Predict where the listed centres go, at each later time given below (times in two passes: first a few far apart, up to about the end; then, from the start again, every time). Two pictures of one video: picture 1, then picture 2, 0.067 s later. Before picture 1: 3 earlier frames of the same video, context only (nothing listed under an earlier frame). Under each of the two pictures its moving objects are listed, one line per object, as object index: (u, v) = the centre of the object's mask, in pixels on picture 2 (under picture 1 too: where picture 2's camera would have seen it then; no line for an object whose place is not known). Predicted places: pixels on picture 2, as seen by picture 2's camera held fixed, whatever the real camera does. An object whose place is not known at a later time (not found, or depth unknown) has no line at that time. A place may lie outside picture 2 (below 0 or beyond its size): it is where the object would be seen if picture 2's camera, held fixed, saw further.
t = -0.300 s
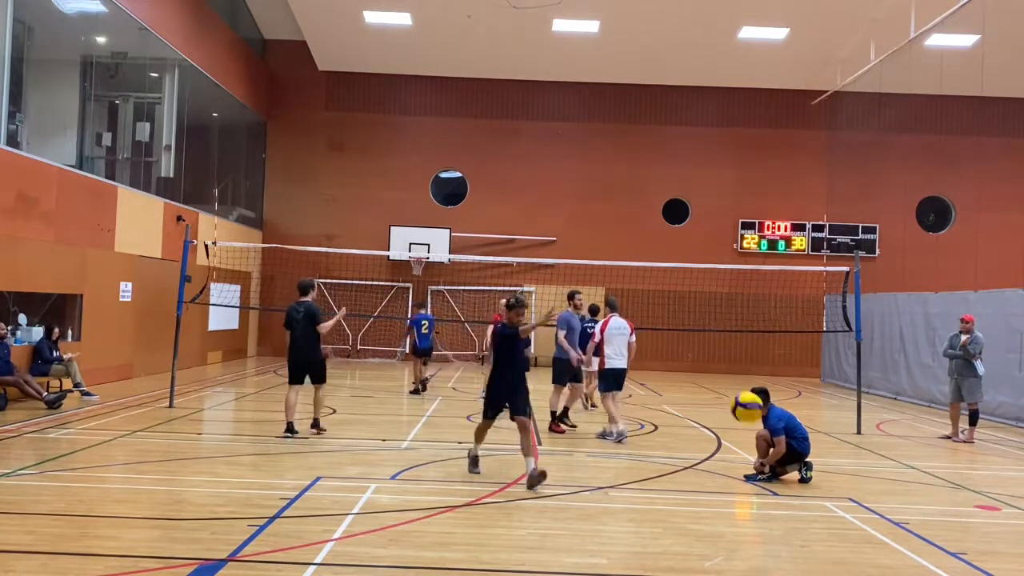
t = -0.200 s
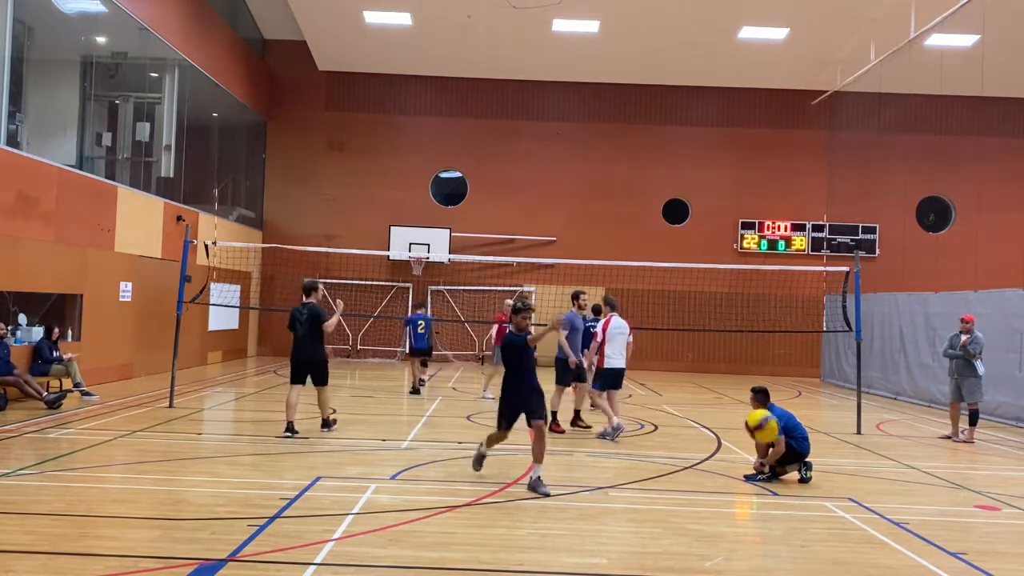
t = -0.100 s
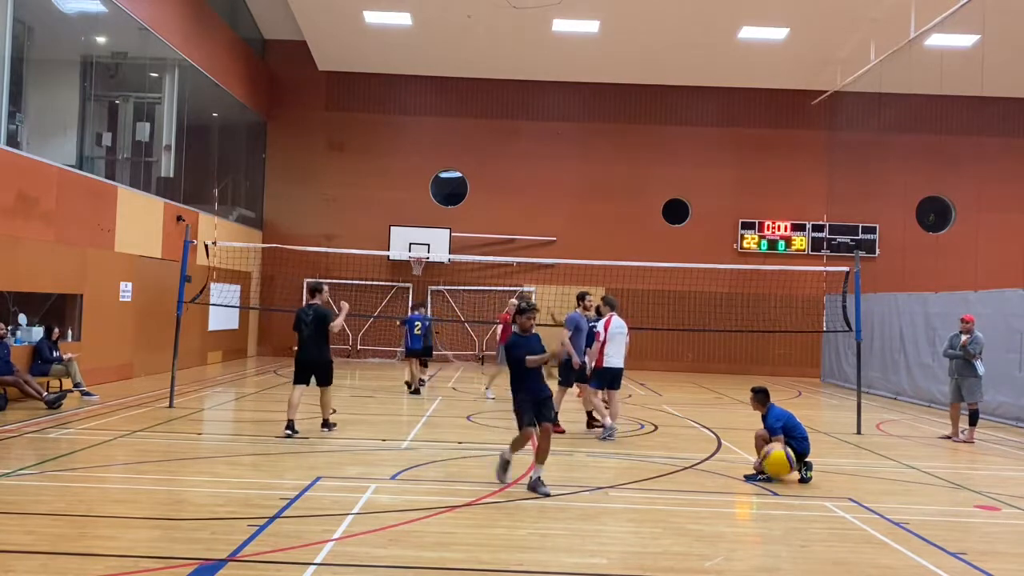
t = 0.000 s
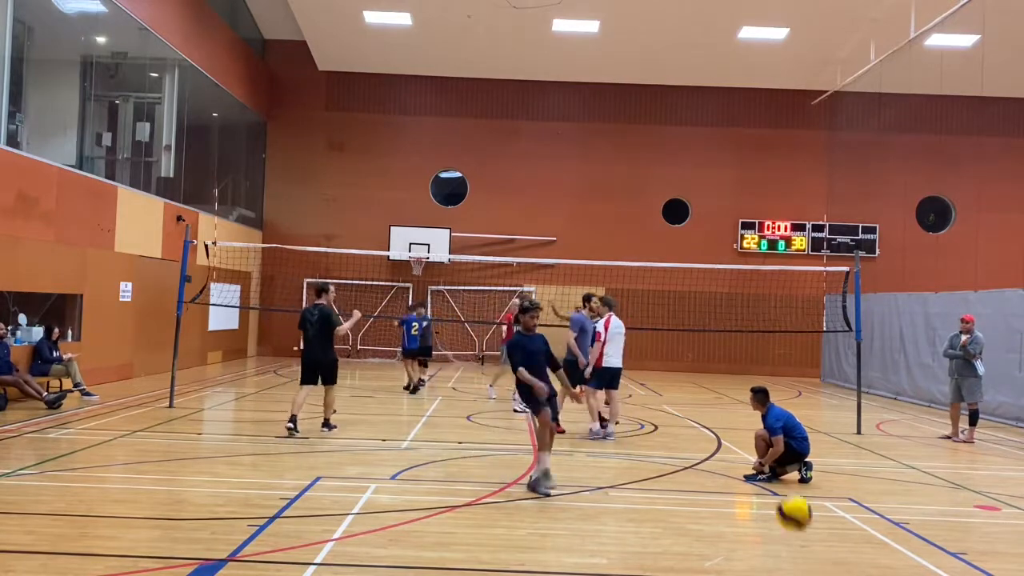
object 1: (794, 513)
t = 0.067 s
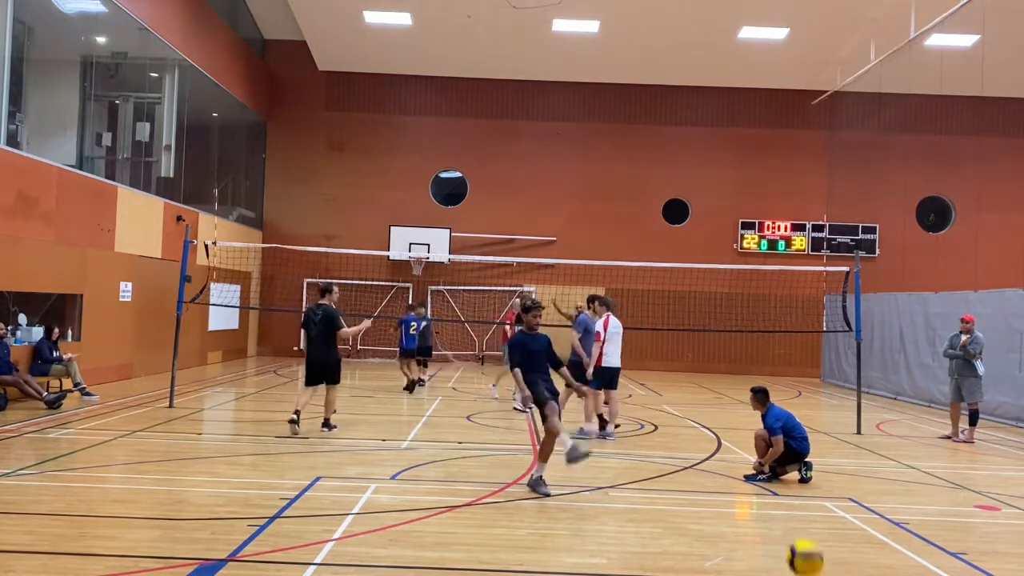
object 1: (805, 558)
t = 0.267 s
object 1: (844, 515)
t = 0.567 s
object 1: (911, 524)
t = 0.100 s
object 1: (810, 567)
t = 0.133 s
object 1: (817, 559)
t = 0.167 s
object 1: (824, 546)
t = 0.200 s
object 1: (831, 535)
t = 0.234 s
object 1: (837, 524)
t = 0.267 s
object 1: (844, 515)
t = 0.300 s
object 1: (851, 509)
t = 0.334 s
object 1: (858, 504)
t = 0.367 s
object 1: (865, 500)
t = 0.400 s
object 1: (872, 499)
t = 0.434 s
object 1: (880, 500)
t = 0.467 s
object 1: (888, 503)
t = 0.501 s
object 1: (896, 508)
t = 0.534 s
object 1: (903, 515)
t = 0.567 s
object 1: (911, 524)
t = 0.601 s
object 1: (918, 535)
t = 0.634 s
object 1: (926, 549)
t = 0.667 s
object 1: (933, 562)
